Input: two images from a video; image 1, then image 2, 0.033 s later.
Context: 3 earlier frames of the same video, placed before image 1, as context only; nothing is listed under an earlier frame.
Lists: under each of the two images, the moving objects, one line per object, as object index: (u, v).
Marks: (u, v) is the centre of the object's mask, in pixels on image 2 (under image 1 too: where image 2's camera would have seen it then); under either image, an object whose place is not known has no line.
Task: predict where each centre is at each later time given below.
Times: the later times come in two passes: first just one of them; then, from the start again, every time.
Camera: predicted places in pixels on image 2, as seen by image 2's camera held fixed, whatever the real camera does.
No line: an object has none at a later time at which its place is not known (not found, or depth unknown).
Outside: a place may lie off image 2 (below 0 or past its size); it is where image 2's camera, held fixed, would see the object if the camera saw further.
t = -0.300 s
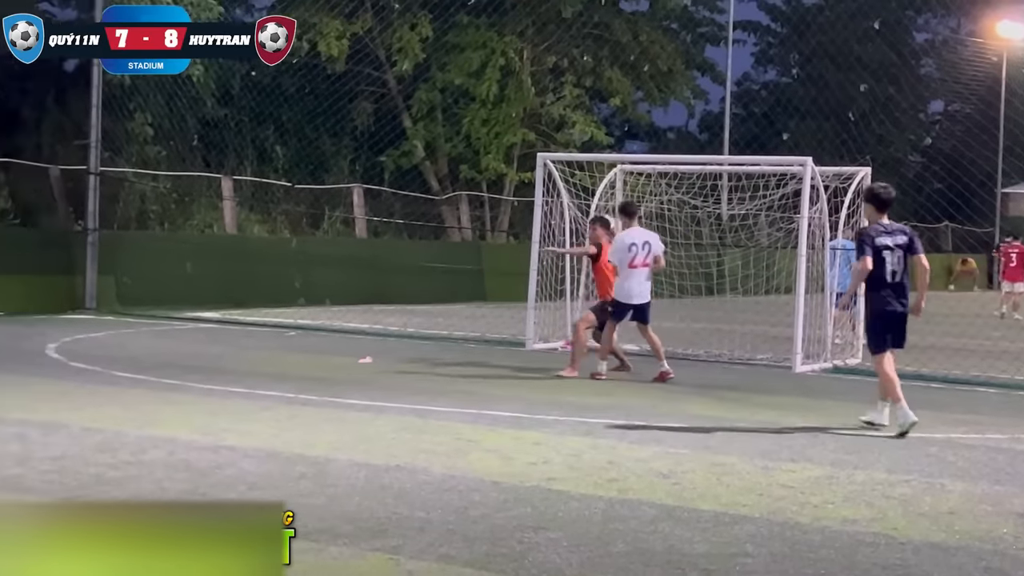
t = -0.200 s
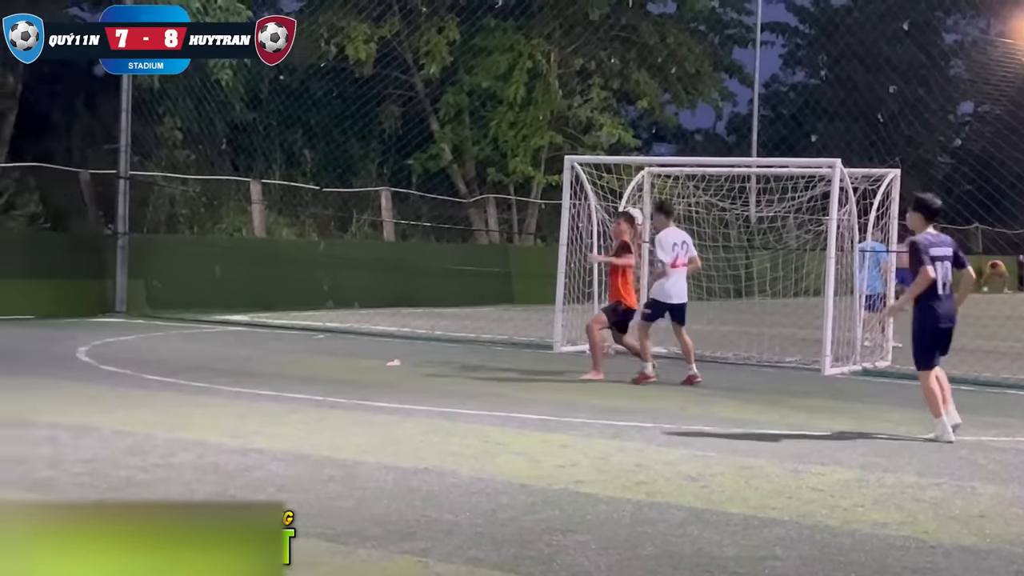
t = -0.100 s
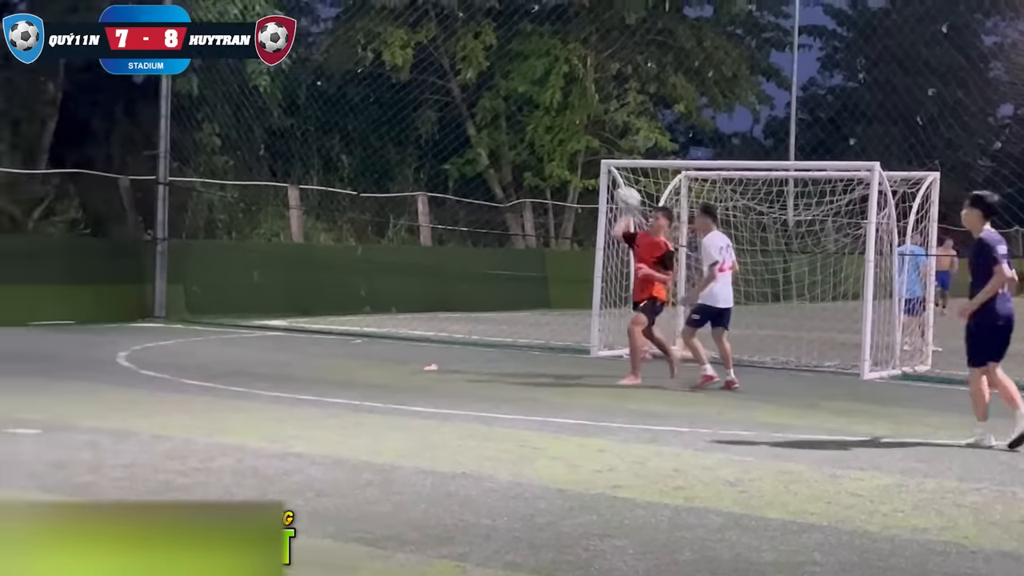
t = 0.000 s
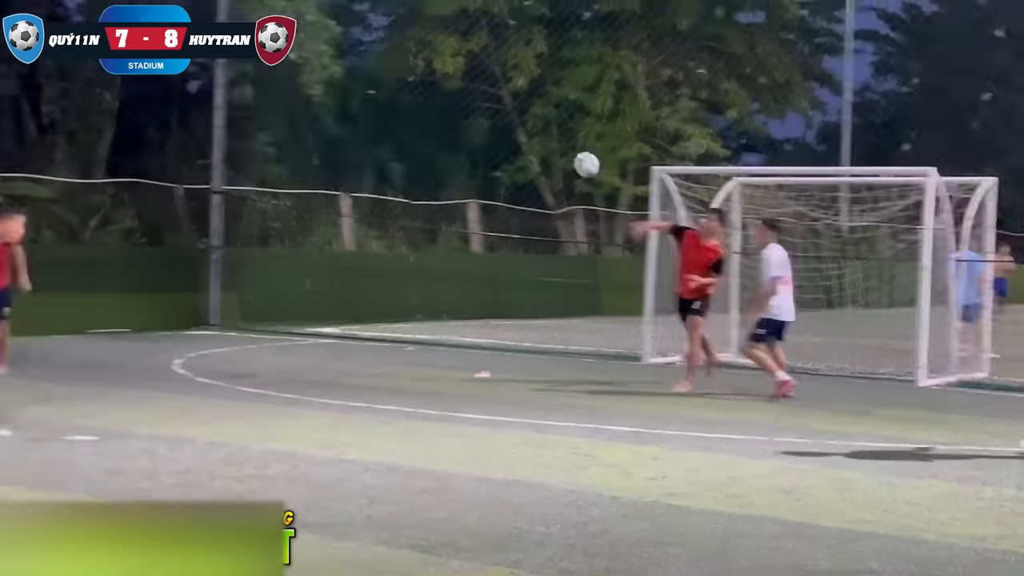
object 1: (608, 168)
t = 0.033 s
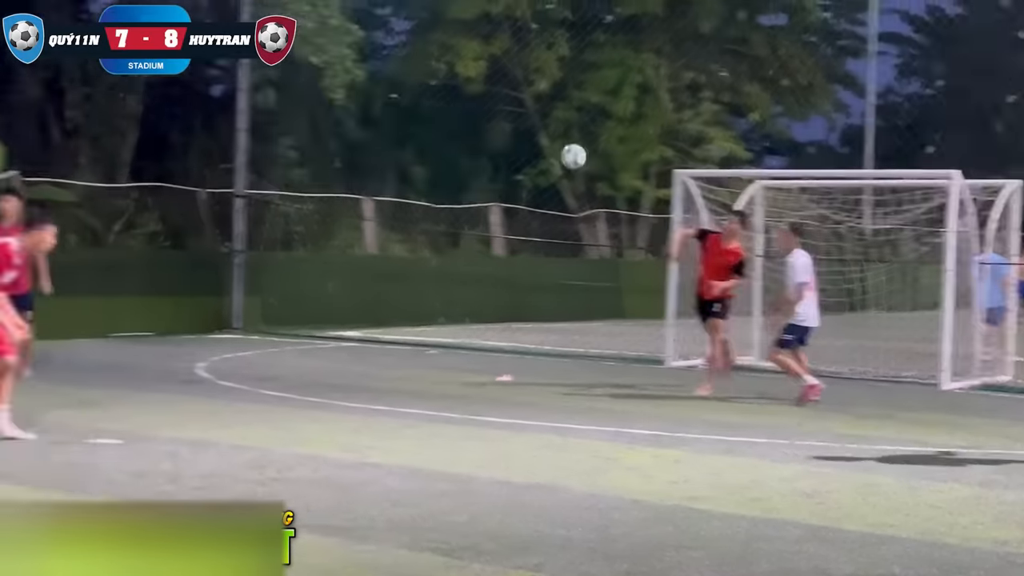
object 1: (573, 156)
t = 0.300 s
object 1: (226, 92)
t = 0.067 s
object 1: (537, 146)
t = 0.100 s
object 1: (498, 137)
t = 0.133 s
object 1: (459, 129)
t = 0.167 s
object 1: (417, 120)
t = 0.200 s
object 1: (373, 112)
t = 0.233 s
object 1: (326, 105)
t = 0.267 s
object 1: (278, 98)
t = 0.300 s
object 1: (226, 92)
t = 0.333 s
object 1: (172, 88)
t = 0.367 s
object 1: (114, 86)
